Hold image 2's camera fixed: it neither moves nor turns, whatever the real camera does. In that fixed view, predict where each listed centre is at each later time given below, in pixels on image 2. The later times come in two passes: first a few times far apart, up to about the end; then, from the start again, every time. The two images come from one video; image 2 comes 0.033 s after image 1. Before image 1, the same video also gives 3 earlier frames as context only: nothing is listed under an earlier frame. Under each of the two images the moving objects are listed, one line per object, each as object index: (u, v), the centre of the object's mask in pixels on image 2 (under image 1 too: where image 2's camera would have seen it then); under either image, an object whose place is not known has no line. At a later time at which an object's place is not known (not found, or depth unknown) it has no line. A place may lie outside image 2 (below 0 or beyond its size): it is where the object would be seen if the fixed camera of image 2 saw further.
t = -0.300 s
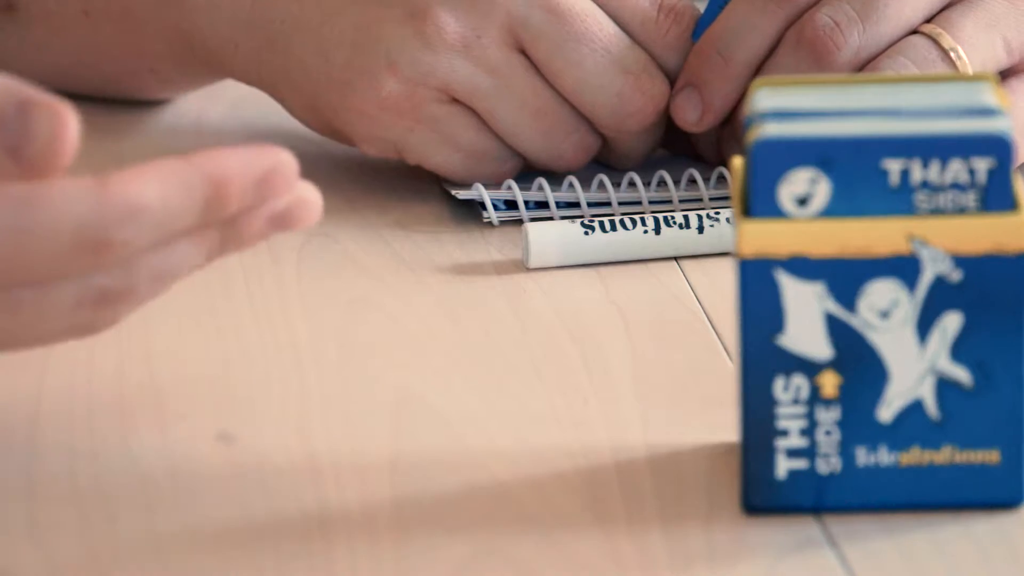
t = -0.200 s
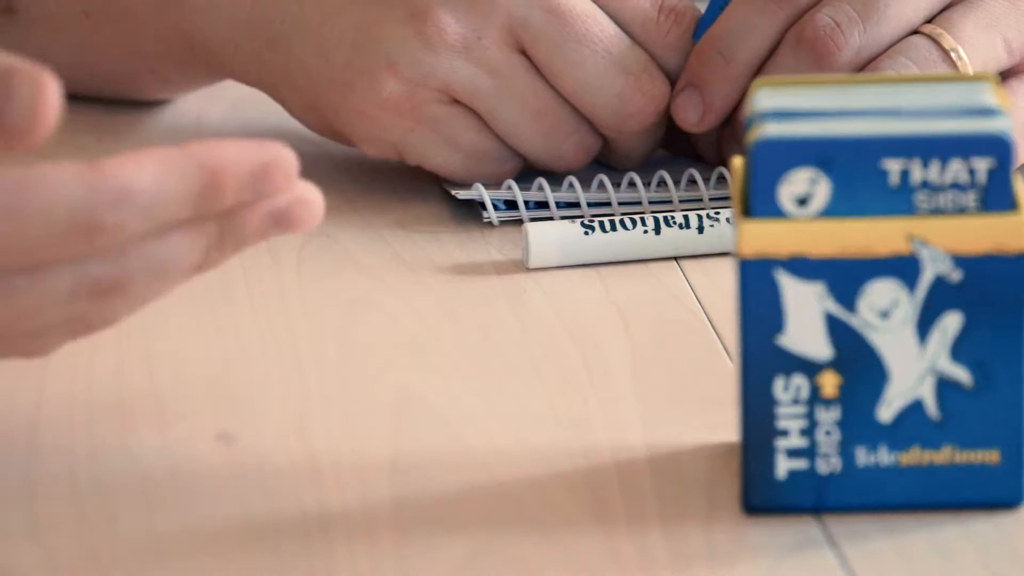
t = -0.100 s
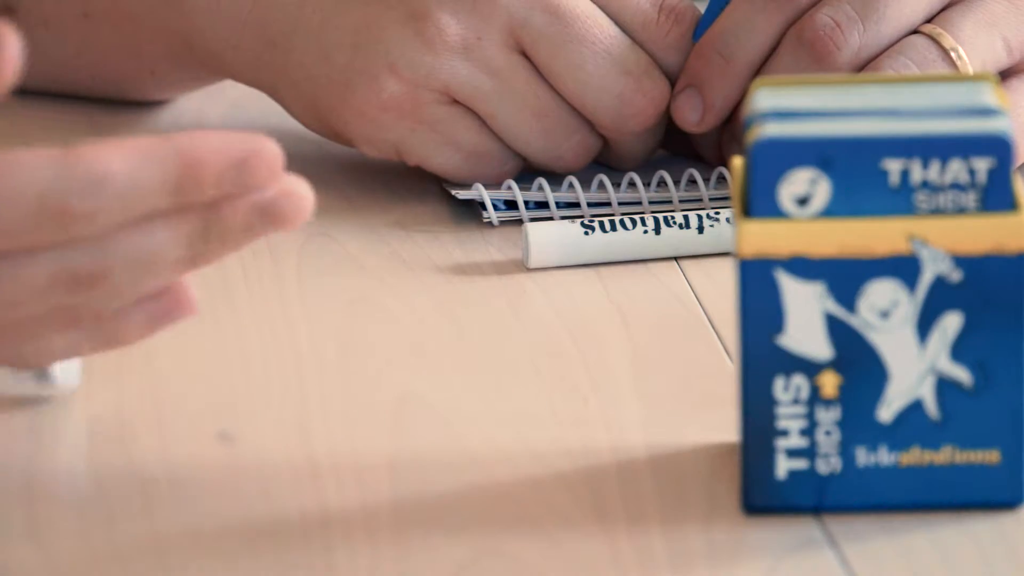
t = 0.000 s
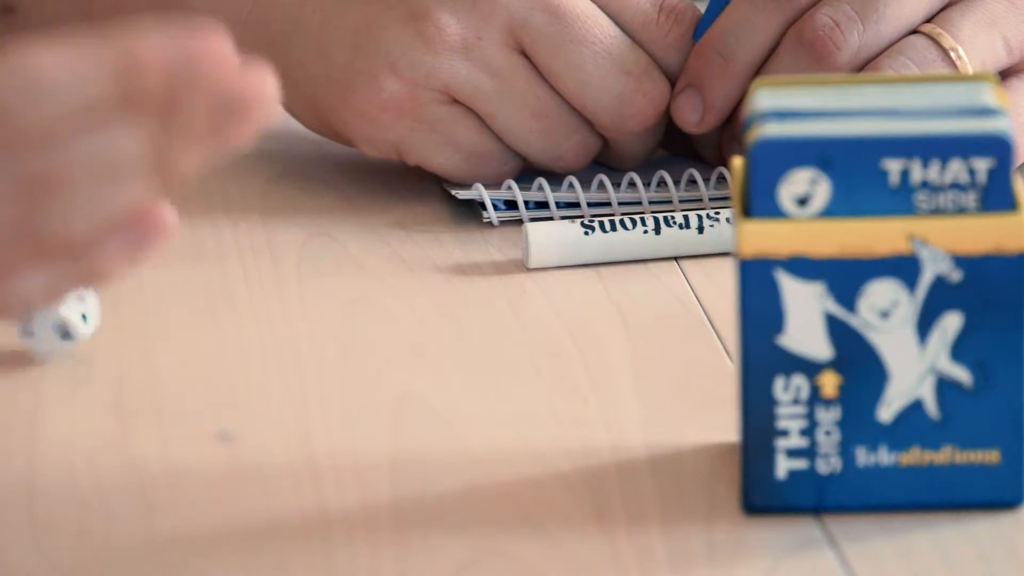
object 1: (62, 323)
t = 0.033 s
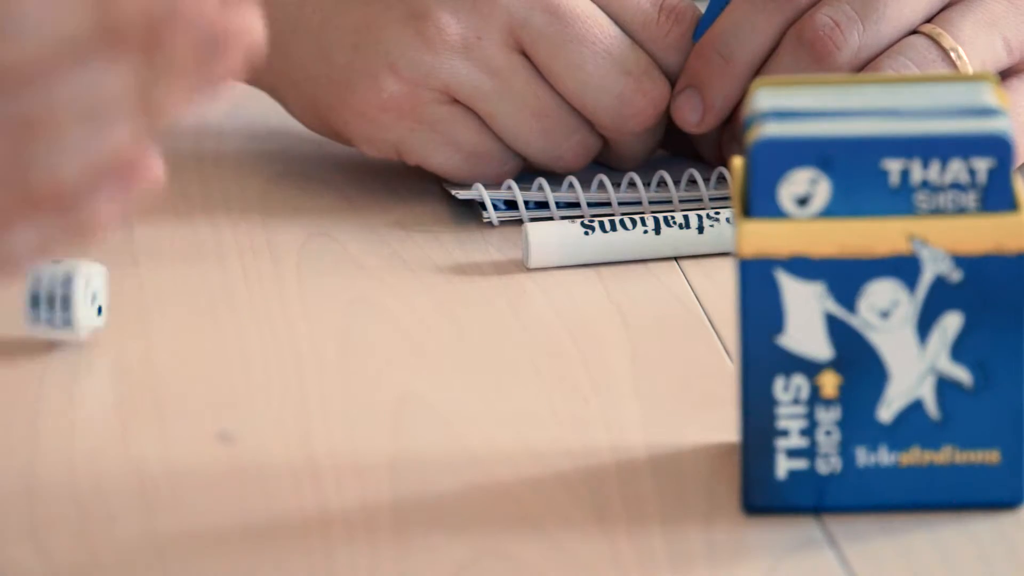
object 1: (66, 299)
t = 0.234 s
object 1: (147, 237)
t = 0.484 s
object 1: (177, 215)
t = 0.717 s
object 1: (177, 215)
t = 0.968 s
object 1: (177, 215)
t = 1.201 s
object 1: (177, 215)
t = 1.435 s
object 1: (177, 215)
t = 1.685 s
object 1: (177, 215)
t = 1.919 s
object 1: (177, 215)
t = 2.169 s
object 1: (177, 215)
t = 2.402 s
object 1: (177, 215)
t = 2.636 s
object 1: (177, 215)
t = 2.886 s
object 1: (177, 215)
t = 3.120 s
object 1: (177, 215)
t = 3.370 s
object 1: (177, 215)
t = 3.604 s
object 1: (177, 215)
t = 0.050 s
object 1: (73, 292)
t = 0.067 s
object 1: (80, 289)
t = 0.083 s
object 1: (87, 275)
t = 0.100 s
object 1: (94, 271)
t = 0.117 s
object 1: (103, 269)
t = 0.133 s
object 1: (110, 263)
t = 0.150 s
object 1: (116, 257)
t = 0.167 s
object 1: (124, 250)
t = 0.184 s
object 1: (130, 250)
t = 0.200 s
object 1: (135, 245)
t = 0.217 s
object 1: (141, 243)
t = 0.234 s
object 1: (147, 237)
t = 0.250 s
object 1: (152, 233)
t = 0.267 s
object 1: (158, 230)
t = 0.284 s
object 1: (163, 229)
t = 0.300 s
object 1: (167, 231)
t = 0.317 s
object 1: (169, 224)
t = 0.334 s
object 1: (171, 222)
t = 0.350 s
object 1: (174, 223)
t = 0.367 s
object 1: (175, 220)
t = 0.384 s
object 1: (176, 218)
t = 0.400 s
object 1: (177, 218)
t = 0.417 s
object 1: (177, 216)
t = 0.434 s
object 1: (178, 216)
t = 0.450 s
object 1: (177, 215)
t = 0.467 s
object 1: (178, 215)
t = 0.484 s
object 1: (177, 215)
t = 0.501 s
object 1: (177, 215)
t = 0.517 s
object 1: (177, 215)
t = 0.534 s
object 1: (177, 215)
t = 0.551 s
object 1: (177, 215)
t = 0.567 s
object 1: (177, 215)
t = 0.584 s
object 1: (177, 215)
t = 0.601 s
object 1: (177, 215)
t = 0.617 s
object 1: (177, 215)
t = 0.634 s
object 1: (177, 215)
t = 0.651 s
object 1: (177, 215)
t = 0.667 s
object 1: (177, 215)
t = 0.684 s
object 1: (177, 215)
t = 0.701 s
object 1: (177, 215)
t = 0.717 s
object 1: (177, 215)
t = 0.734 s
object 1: (177, 215)
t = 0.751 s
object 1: (177, 215)
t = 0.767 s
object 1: (177, 215)
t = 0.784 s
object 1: (177, 215)
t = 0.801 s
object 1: (177, 215)
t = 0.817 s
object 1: (177, 215)
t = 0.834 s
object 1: (177, 215)
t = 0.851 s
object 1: (177, 215)
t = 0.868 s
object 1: (177, 215)
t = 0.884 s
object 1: (177, 215)
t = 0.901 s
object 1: (177, 215)
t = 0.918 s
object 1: (177, 215)
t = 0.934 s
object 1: (177, 215)
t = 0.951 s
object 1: (177, 215)
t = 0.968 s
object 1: (177, 215)
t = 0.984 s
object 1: (177, 215)
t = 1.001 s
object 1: (177, 215)
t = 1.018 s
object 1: (177, 215)
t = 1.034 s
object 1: (177, 215)
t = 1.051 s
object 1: (177, 215)
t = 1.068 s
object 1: (177, 215)
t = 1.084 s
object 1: (177, 215)
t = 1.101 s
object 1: (177, 215)
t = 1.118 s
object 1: (177, 215)
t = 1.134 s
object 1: (177, 215)
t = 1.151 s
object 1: (177, 215)
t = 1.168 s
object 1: (177, 215)
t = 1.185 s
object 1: (177, 215)
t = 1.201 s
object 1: (177, 215)
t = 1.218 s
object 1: (177, 215)
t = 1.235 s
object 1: (177, 215)
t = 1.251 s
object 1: (177, 215)
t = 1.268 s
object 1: (177, 215)
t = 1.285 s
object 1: (177, 215)
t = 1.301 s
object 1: (177, 215)
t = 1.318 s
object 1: (177, 215)
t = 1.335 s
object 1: (177, 215)
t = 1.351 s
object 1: (177, 215)
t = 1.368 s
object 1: (177, 215)
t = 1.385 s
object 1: (177, 215)
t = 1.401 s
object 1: (177, 215)
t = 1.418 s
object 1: (177, 215)
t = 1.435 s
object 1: (177, 215)
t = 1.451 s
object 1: (177, 215)
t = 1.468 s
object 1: (177, 215)
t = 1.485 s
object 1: (177, 215)
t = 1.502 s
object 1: (177, 215)
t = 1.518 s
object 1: (177, 215)
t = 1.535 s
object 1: (177, 215)
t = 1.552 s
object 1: (177, 215)
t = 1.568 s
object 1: (177, 215)
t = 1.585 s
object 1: (177, 215)
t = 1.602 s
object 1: (177, 215)
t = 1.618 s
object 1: (177, 215)
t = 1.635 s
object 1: (177, 215)
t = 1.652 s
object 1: (177, 215)
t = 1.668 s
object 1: (177, 215)
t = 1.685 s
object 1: (177, 215)
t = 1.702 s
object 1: (177, 215)
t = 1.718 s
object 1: (177, 215)
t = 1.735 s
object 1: (177, 215)
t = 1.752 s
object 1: (177, 215)
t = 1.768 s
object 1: (177, 215)
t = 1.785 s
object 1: (177, 215)
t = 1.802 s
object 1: (177, 215)
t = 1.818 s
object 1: (177, 215)
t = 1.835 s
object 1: (177, 215)
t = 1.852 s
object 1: (177, 215)
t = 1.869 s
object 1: (177, 215)
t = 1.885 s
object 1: (177, 215)
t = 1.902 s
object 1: (177, 215)
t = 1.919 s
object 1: (177, 215)
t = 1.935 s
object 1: (177, 215)
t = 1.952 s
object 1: (177, 215)
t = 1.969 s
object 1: (177, 215)
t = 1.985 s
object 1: (177, 215)
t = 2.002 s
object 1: (177, 215)
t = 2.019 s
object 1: (177, 215)
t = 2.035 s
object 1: (177, 215)
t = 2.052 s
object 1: (177, 215)
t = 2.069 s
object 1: (177, 215)
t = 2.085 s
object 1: (177, 215)
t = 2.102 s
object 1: (177, 215)
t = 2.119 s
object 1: (177, 215)
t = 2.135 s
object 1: (177, 215)
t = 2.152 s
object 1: (177, 215)
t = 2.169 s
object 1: (177, 215)
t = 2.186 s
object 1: (177, 215)
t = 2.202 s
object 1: (177, 215)
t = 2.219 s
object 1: (177, 215)
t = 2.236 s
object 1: (177, 215)
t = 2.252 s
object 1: (177, 215)
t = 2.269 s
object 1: (177, 215)
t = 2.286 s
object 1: (177, 215)
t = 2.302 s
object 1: (177, 215)
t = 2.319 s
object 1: (177, 215)
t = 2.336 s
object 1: (177, 215)
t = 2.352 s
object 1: (177, 215)
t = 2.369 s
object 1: (177, 215)
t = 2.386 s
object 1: (177, 215)
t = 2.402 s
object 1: (177, 215)
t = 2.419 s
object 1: (177, 215)
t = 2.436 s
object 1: (177, 215)
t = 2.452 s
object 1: (177, 215)
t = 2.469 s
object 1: (177, 215)
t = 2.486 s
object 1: (177, 215)
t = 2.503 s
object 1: (177, 215)
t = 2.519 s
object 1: (177, 215)
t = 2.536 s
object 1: (177, 215)
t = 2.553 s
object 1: (177, 215)
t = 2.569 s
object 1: (177, 215)
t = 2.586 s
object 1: (177, 215)
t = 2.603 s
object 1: (177, 215)
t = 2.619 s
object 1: (177, 215)
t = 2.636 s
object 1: (177, 215)
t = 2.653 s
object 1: (177, 215)
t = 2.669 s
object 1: (177, 215)
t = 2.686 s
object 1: (177, 215)
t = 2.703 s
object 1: (177, 215)
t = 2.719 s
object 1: (177, 215)
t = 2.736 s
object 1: (177, 215)
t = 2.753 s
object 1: (177, 215)
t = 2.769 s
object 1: (177, 215)
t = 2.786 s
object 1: (177, 215)
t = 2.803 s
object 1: (177, 215)
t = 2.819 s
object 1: (177, 215)
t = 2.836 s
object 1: (177, 215)
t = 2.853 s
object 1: (177, 215)
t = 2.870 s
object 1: (177, 215)
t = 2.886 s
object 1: (177, 215)
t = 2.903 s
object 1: (177, 215)
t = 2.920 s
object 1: (177, 215)
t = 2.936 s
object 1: (177, 215)
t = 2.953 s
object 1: (177, 215)
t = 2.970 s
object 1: (177, 215)
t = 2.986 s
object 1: (177, 215)
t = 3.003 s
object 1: (177, 215)
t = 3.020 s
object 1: (177, 215)
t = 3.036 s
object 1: (177, 215)
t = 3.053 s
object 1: (177, 215)
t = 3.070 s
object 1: (177, 215)
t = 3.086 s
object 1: (177, 215)
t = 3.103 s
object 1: (177, 215)
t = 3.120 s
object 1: (177, 215)
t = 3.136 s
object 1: (177, 215)
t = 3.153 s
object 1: (177, 215)
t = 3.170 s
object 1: (177, 215)
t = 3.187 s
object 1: (177, 215)
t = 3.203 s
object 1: (177, 215)
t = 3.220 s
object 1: (177, 215)
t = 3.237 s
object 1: (177, 215)
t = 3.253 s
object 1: (177, 215)
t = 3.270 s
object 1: (177, 215)
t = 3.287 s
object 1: (177, 215)
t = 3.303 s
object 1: (177, 215)
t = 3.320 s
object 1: (177, 215)
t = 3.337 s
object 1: (177, 215)
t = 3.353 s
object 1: (177, 215)
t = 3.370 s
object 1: (177, 215)
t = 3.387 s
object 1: (177, 215)
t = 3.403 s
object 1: (177, 215)
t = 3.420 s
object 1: (177, 215)
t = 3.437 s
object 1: (177, 215)
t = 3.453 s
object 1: (177, 215)
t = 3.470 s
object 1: (177, 215)
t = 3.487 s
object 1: (177, 215)
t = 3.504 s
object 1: (177, 215)
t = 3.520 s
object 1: (177, 215)
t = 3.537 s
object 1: (177, 215)
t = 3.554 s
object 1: (177, 215)
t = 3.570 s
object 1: (177, 215)
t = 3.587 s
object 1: (177, 215)
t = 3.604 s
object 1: (177, 215)
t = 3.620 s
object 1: (177, 215)
